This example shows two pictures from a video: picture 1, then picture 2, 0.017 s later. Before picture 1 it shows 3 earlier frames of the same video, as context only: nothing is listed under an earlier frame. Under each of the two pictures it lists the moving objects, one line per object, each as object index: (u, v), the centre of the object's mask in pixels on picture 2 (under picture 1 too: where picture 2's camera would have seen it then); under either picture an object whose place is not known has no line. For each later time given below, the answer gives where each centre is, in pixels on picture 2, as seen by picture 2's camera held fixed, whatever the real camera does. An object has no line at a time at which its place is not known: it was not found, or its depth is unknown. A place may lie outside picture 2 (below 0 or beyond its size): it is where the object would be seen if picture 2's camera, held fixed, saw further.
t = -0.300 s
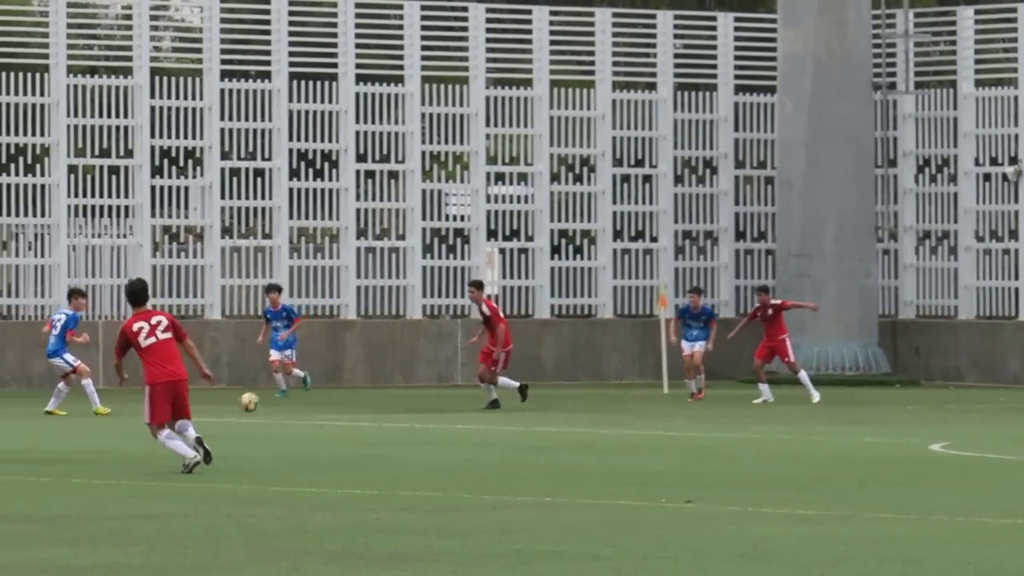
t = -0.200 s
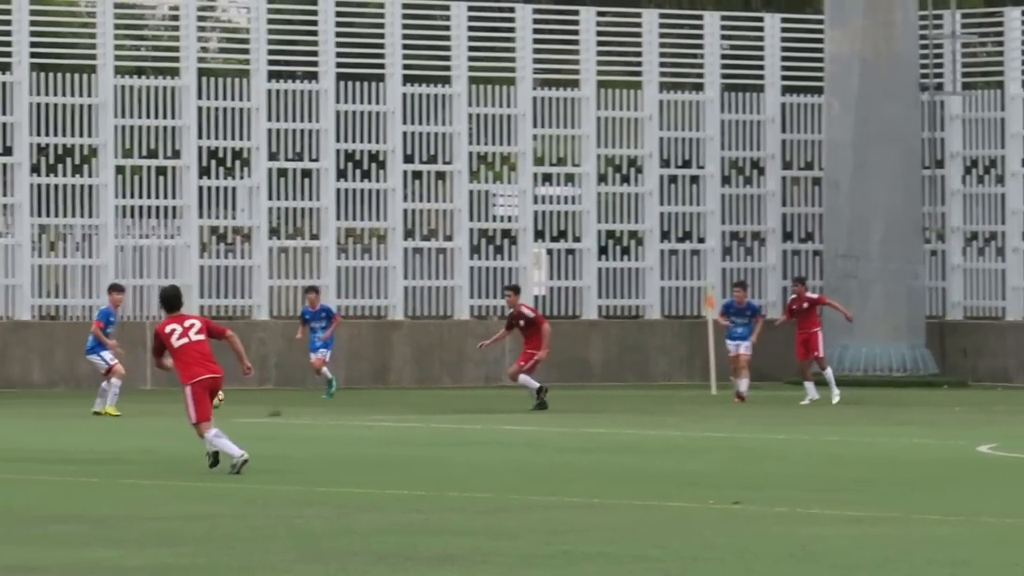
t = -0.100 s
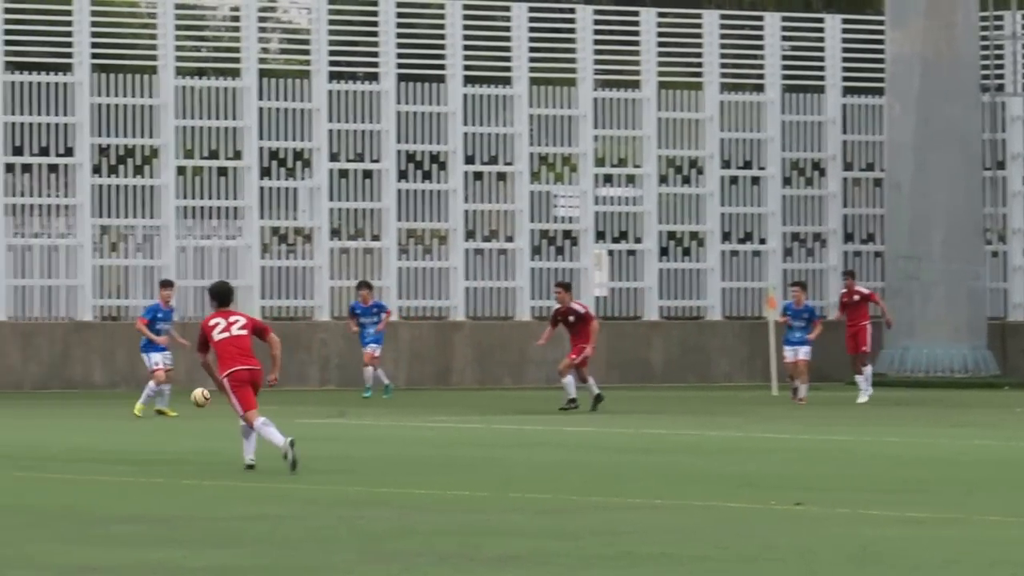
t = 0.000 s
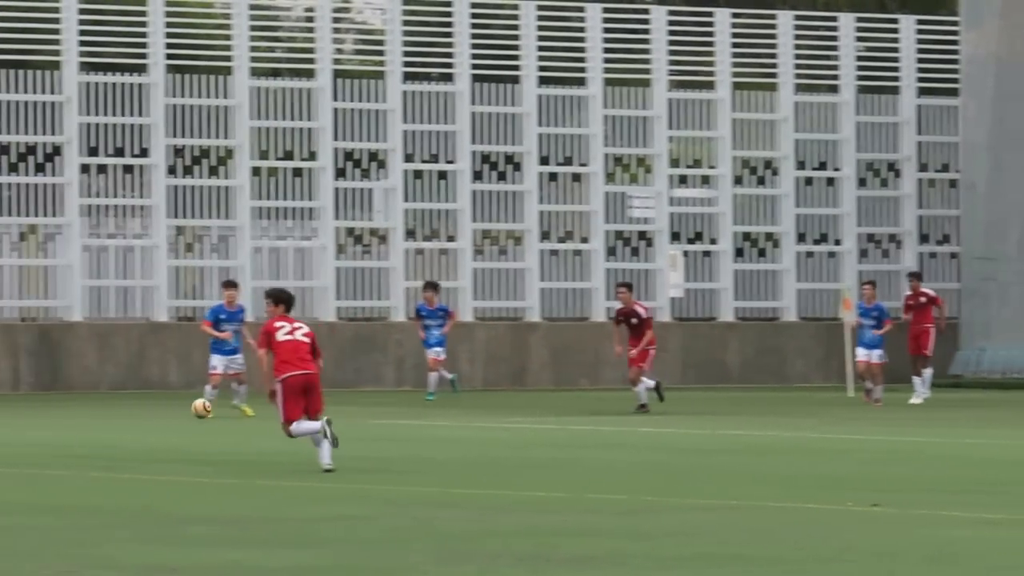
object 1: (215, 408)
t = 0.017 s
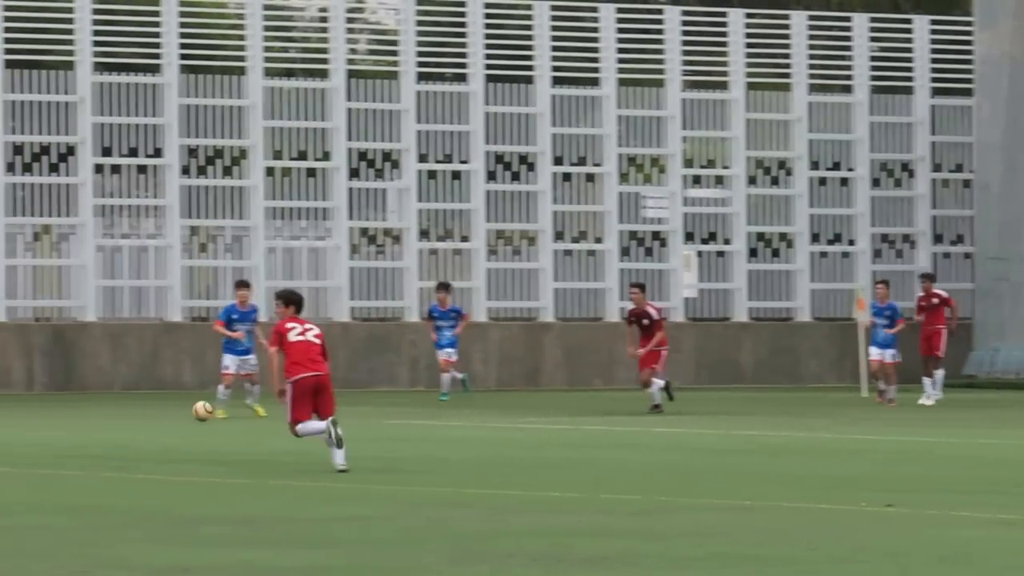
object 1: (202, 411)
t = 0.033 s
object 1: (190, 414)
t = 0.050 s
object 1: (177, 413)
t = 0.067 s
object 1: (165, 411)
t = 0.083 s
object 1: (153, 409)
